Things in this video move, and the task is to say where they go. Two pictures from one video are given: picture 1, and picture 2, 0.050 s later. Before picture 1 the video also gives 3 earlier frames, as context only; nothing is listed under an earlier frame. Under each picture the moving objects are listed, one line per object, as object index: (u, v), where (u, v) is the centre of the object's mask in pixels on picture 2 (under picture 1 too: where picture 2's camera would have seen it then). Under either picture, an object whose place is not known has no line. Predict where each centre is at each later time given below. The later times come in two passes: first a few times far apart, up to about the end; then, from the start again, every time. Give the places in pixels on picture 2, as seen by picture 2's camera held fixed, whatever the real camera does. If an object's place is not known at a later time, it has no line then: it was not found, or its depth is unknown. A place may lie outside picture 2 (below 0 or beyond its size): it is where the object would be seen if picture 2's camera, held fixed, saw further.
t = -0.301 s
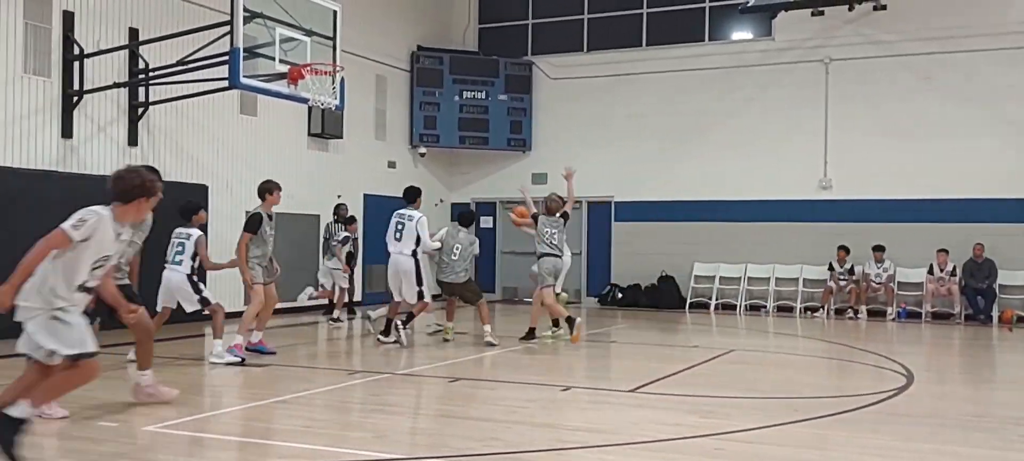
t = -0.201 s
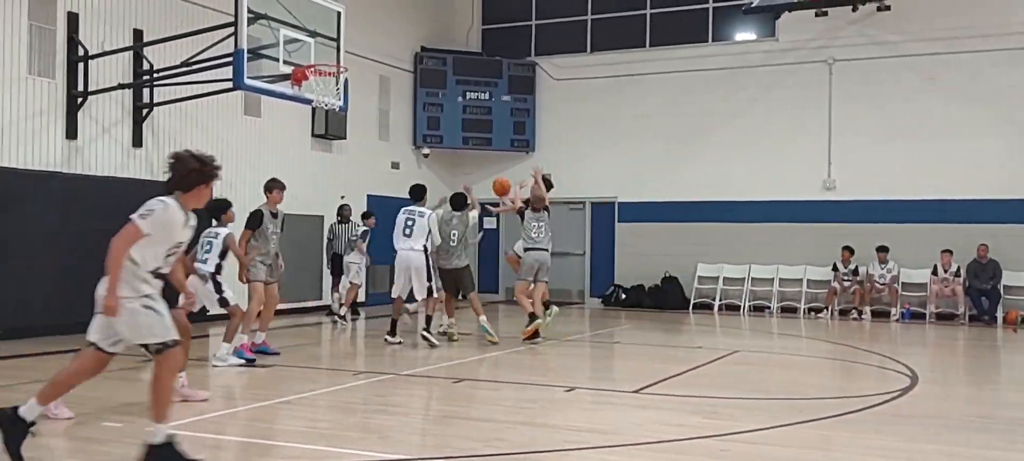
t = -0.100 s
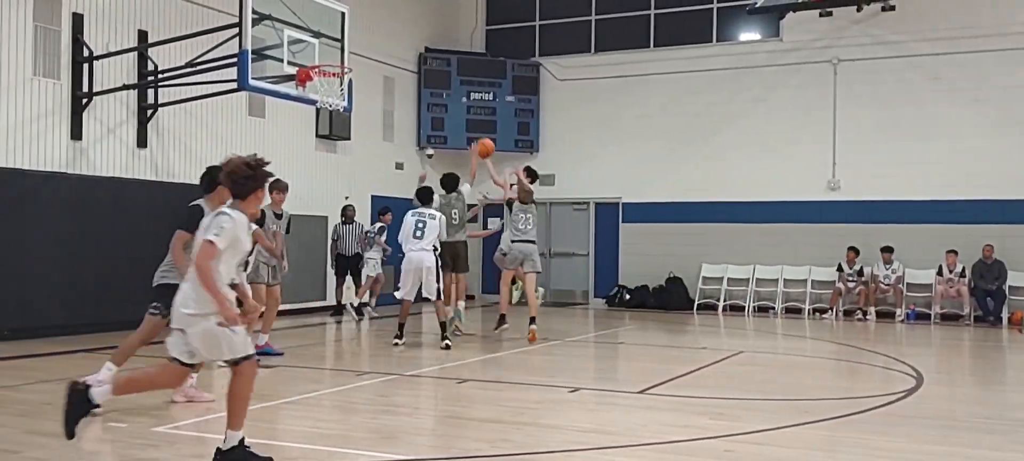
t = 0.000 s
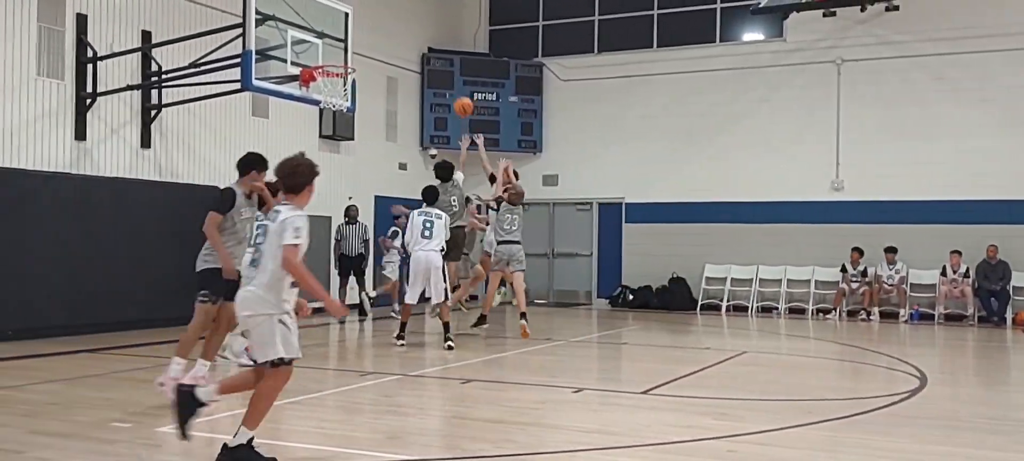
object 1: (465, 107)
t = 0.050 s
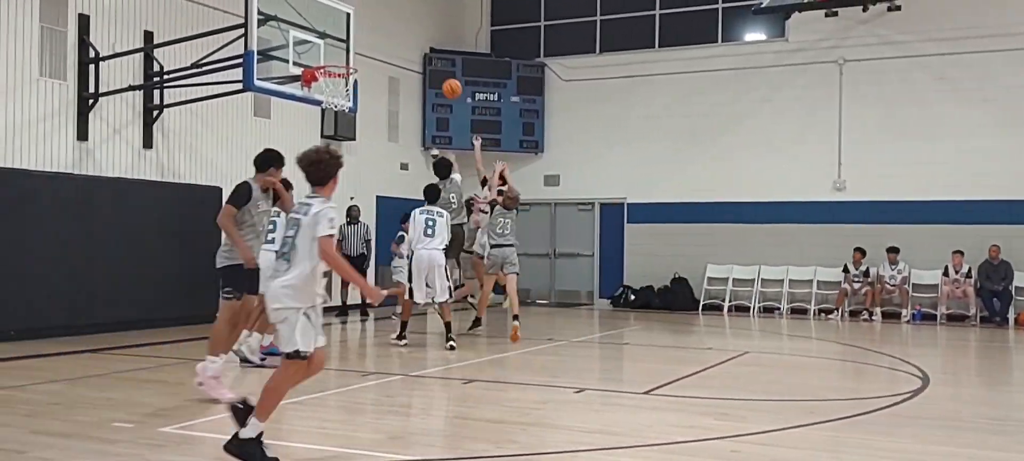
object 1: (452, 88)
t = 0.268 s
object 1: (394, 31)
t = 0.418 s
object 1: (353, 12)
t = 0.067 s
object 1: (447, 83)
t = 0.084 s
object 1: (443, 78)
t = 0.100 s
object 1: (439, 73)
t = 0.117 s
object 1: (435, 68)
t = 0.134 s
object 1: (430, 63)
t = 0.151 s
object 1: (426, 59)
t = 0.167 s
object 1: (421, 54)
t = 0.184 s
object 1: (417, 49)
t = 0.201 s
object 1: (412, 45)
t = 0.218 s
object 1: (408, 41)
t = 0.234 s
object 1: (403, 38)
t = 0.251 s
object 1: (398, 35)
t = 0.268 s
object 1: (394, 31)
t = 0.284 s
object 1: (390, 28)
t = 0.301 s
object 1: (385, 25)
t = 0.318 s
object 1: (380, 23)
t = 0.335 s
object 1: (376, 21)
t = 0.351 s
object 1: (371, 19)
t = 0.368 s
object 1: (367, 17)
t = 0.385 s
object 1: (362, 15)
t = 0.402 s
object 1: (358, 14)
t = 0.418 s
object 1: (353, 12)
